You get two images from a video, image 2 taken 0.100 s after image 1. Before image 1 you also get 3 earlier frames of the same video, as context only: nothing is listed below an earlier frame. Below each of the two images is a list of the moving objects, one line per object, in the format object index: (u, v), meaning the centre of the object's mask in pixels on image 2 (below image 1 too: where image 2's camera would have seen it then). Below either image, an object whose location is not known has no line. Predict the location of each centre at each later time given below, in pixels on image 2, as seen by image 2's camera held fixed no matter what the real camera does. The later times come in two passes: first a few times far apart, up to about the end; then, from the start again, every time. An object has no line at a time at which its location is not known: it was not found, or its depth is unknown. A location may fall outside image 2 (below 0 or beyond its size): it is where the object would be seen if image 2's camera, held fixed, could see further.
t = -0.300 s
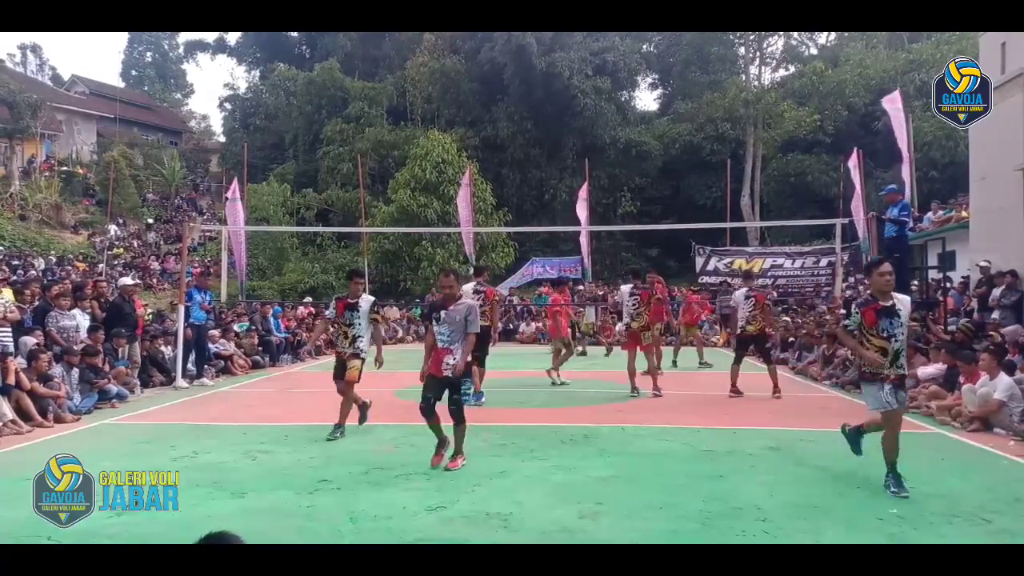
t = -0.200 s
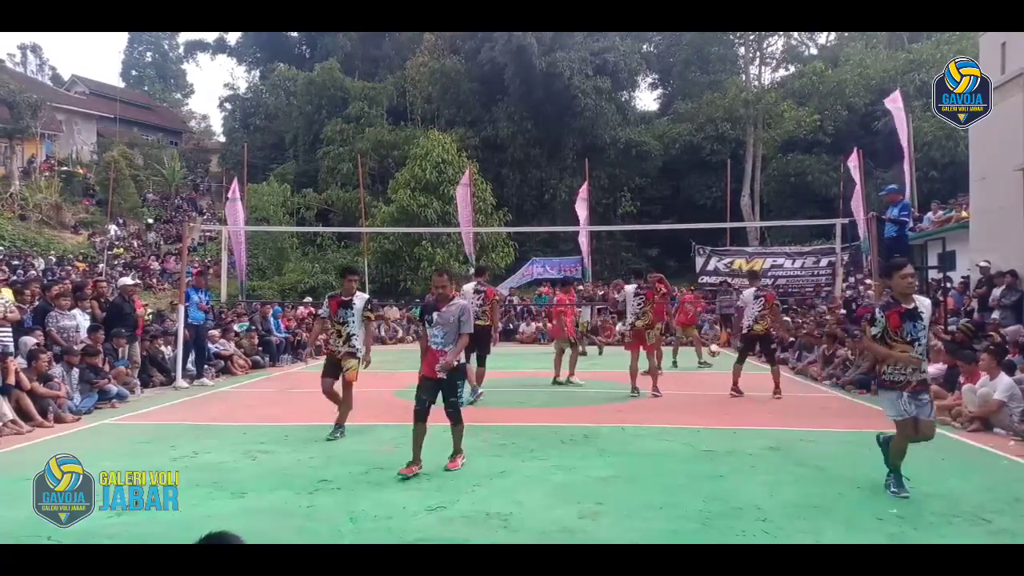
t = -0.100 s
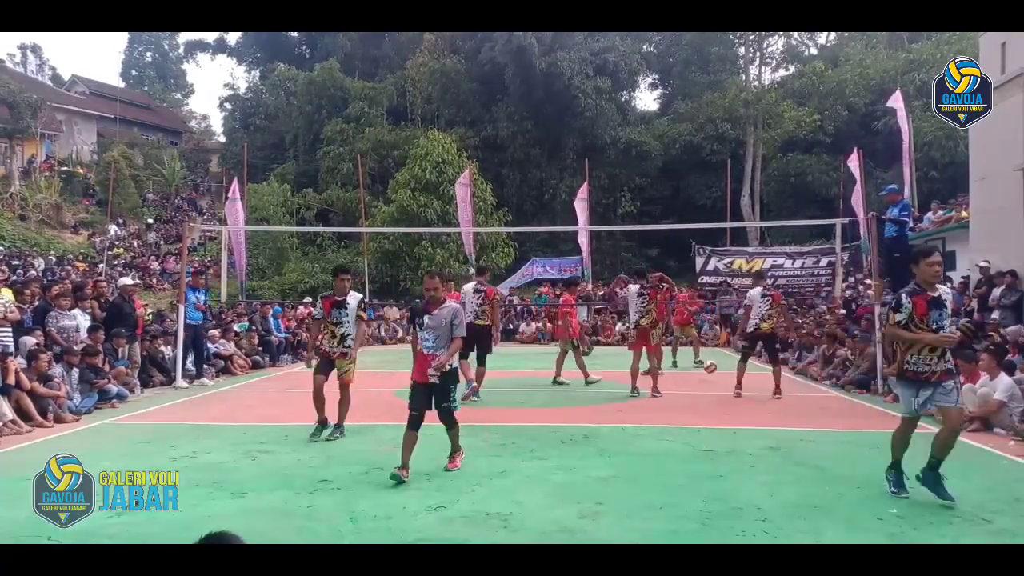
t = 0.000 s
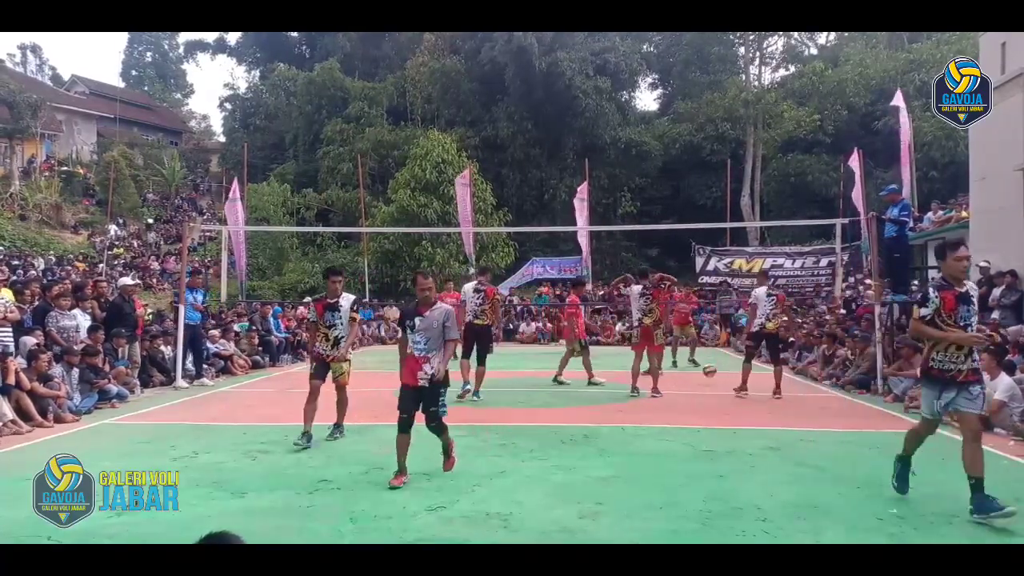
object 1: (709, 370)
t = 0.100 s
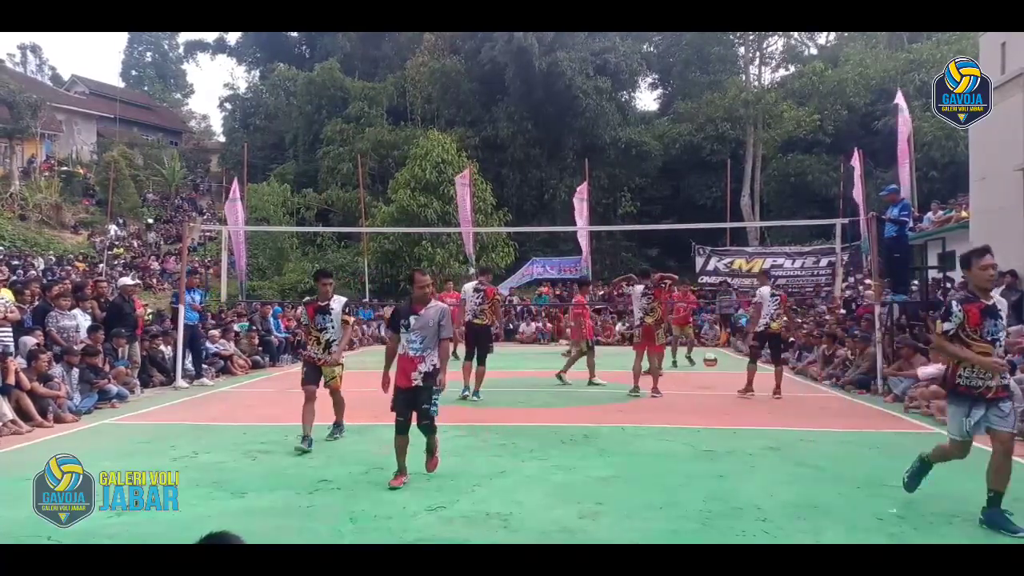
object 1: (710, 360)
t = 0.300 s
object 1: (712, 359)
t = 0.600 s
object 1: (719, 385)
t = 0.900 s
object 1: (731, 389)
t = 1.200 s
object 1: (747, 401)
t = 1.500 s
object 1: (766, 438)
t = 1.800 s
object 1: (793, 460)
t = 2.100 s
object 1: (829, 484)
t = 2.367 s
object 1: (875, 523)
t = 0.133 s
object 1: (710, 358)
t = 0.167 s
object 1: (711, 356)
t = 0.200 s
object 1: (711, 356)
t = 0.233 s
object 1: (711, 356)
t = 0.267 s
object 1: (712, 356)
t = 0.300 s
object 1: (712, 359)
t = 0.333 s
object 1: (713, 361)
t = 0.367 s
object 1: (714, 365)
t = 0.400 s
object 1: (714, 369)
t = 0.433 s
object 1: (715, 374)
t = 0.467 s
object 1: (716, 381)
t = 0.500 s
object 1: (717, 387)
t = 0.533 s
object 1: (717, 394)
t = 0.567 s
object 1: (718, 389)
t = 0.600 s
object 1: (719, 385)
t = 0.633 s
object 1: (720, 381)
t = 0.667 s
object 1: (722, 379)
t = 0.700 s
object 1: (722, 378)
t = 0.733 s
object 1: (723, 378)
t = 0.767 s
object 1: (725, 377)
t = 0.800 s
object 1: (726, 379)
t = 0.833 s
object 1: (728, 381)
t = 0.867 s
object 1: (729, 385)
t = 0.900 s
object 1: (731, 389)
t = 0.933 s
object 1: (732, 394)
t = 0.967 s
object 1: (734, 402)
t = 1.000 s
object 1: (736, 410)
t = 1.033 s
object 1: (738, 414)
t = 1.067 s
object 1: (739, 409)
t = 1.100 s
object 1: (740, 405)
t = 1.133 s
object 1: (743, 403)
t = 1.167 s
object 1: (744, 402)
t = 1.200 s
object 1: (747, 401)
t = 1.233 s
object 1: (748, 402)
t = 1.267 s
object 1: (749, 404)
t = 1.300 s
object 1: (751, 406)
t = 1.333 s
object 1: (754, 411)
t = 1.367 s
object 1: (757, 417)
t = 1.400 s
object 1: (759, 424)
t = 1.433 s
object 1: (761, 433)
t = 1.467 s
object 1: (764, 442)
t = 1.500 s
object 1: (766, 438)
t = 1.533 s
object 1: (769, 435)
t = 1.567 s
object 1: (772, 433)
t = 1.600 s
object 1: (774, 432)
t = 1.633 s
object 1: (777, 433)
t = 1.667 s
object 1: (780, 434)
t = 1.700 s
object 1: (783, 438)
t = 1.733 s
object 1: (786, 444)
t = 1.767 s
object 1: (790, 450)
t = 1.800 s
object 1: (793, 460)
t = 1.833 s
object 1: (797, 470)
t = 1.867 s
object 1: (800, 474)
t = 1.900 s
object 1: (804, 471)
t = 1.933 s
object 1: (808, 469)
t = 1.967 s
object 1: (811, 468)
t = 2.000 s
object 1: (815, 470)
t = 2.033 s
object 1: (819, 472)
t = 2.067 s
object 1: (824, 477)
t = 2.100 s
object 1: (829, 484)
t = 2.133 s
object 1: (834, 492)
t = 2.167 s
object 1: (839, 504)
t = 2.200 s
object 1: (844, 519)
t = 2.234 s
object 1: (849, 520)
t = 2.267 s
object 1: (856, 518)
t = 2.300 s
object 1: (862, 518)
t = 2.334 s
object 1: (868, 520)
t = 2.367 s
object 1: (875, 523)
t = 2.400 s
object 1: (882, 527)
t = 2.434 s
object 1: (889, 532)
